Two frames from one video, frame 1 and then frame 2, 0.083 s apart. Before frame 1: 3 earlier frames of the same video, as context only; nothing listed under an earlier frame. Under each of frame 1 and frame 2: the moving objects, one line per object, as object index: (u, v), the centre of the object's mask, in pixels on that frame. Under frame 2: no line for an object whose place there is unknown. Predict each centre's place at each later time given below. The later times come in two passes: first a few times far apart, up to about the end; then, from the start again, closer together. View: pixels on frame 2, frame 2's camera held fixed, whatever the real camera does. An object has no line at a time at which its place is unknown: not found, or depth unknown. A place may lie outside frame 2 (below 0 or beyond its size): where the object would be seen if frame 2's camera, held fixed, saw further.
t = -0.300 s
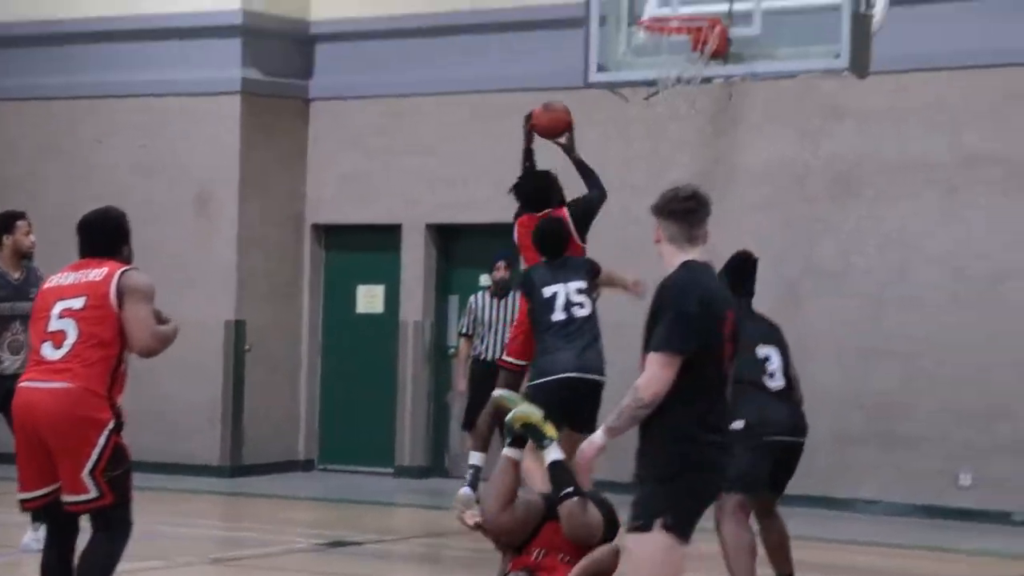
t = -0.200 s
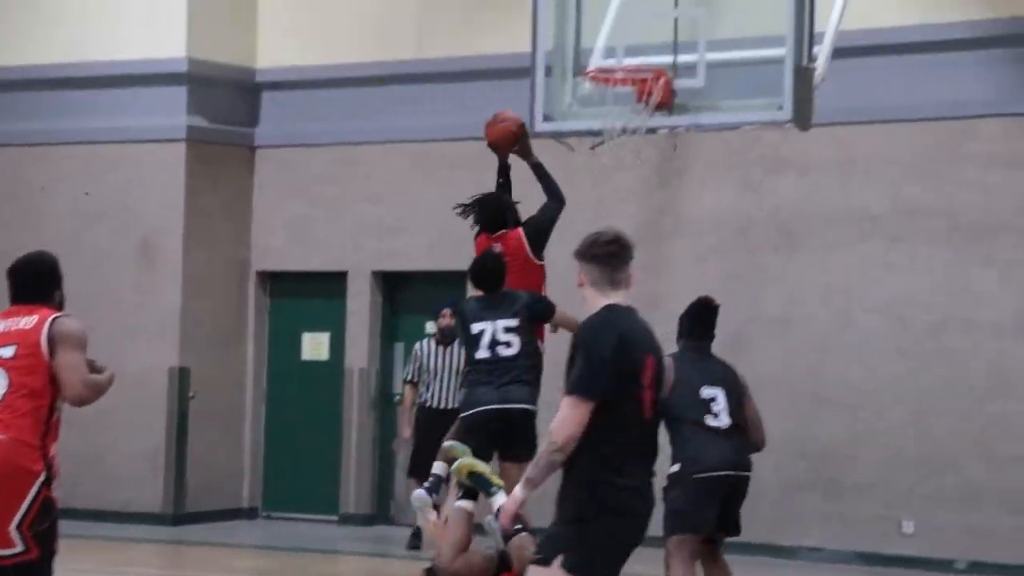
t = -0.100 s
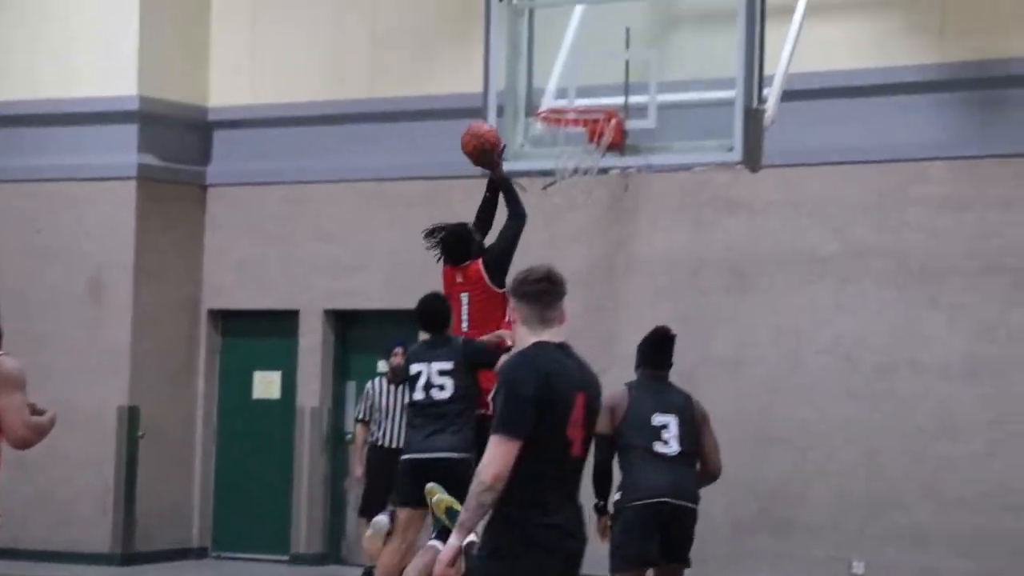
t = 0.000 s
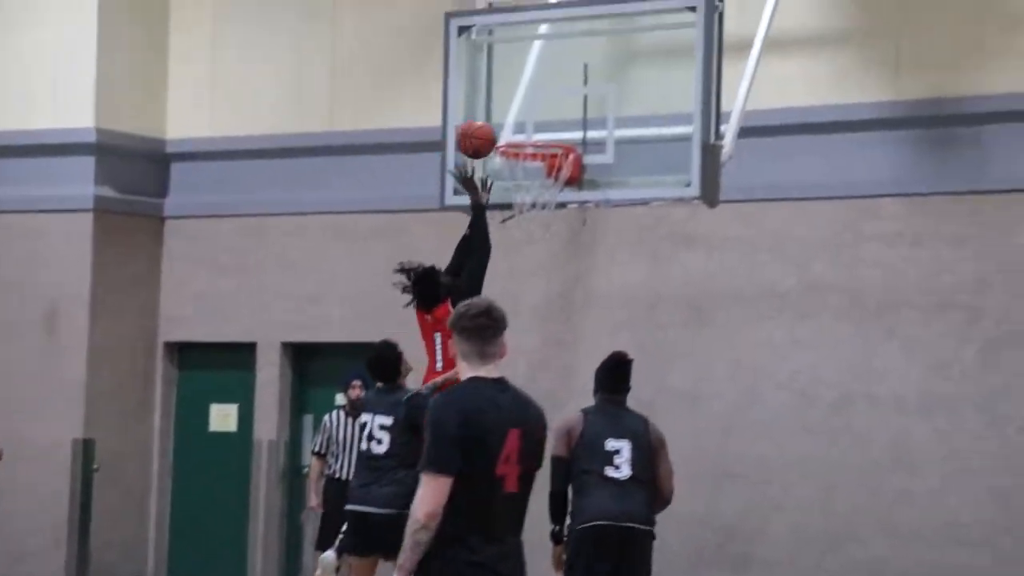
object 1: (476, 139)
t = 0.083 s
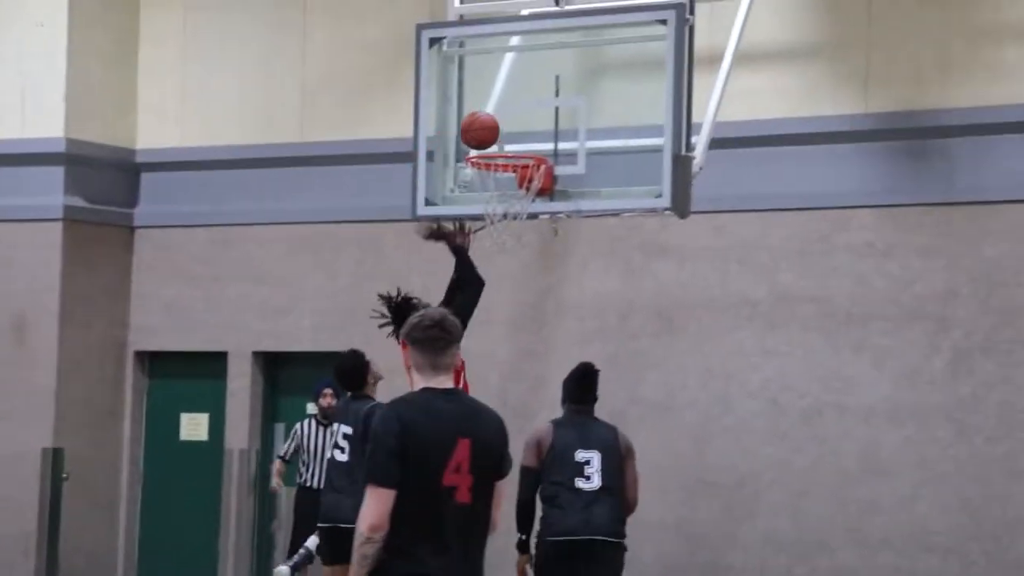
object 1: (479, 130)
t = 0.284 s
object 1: (495, 130)
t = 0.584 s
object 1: (503, 235)
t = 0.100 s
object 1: (485, 128)
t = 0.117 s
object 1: (492, 125)
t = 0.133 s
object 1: (497, 124)
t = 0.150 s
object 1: (498, 123)
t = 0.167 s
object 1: (498, 123)
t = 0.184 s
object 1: (497, 122)
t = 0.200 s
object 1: (497, 122)
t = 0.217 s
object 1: (496, 123)
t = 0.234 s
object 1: (496, 124)
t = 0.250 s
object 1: (496, 126)
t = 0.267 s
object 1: (495, 127)
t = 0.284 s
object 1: (495, 130)
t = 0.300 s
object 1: (494, 133)
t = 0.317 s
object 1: (494, 136)
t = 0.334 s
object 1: (493, 138)
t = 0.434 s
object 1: (491, 175)
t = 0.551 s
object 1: (500, 218)
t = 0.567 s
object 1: (502, 226)
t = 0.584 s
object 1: (503, 235)
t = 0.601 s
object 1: (503, 249)
